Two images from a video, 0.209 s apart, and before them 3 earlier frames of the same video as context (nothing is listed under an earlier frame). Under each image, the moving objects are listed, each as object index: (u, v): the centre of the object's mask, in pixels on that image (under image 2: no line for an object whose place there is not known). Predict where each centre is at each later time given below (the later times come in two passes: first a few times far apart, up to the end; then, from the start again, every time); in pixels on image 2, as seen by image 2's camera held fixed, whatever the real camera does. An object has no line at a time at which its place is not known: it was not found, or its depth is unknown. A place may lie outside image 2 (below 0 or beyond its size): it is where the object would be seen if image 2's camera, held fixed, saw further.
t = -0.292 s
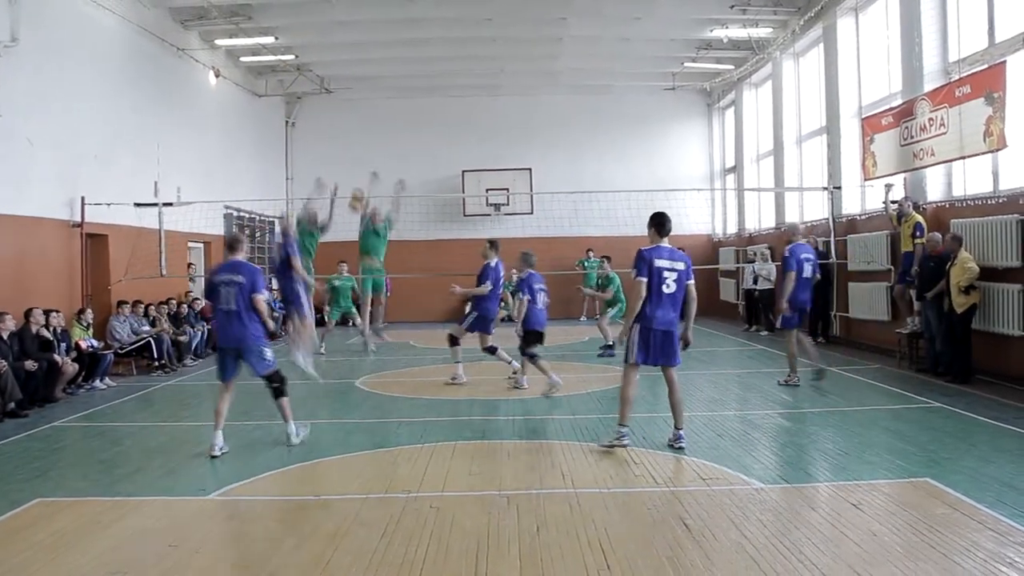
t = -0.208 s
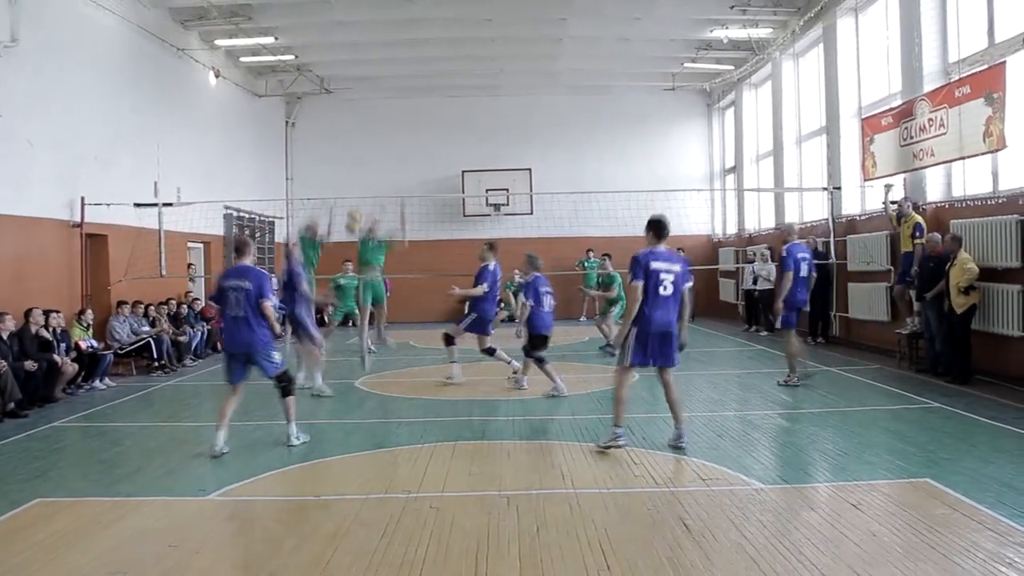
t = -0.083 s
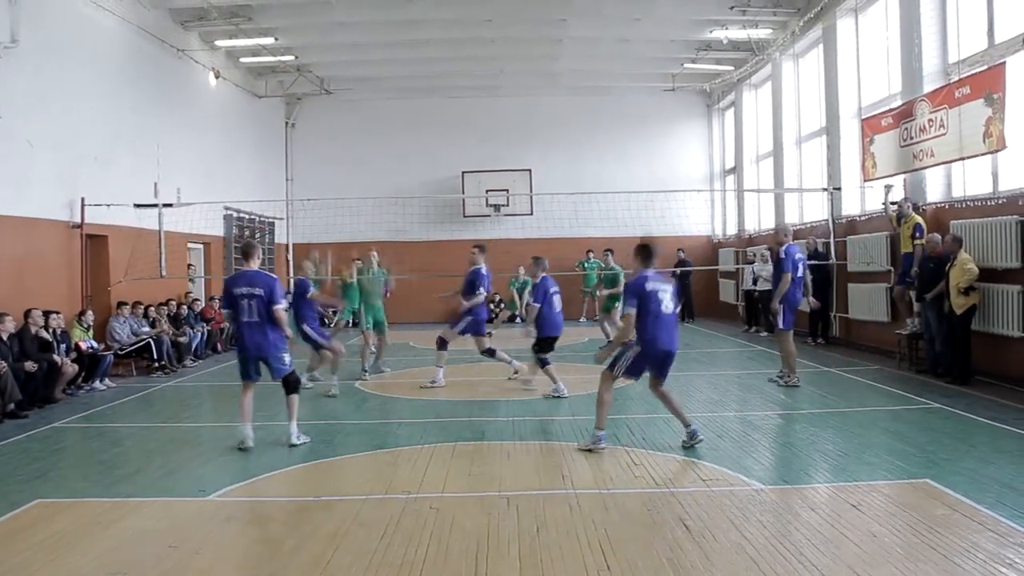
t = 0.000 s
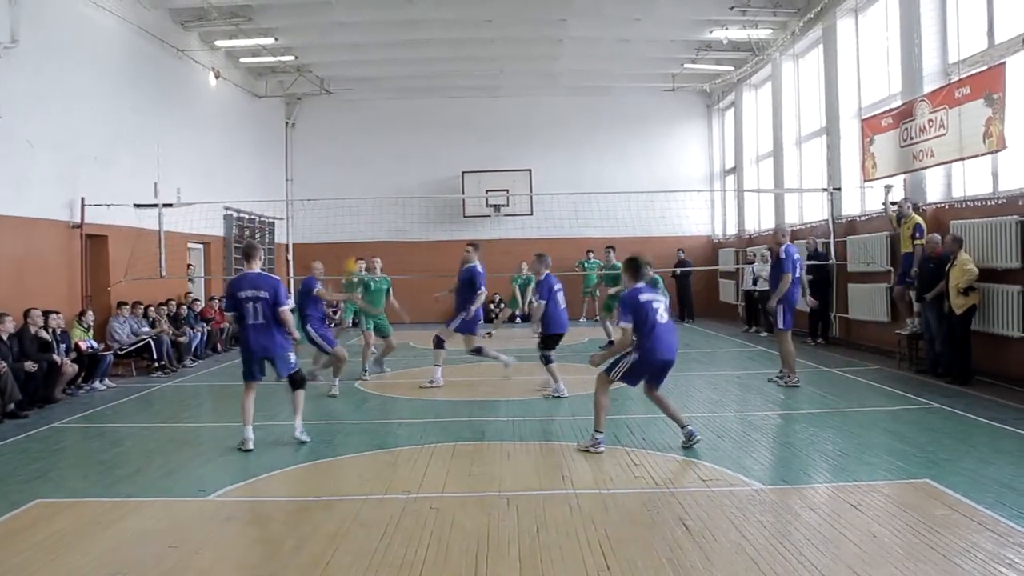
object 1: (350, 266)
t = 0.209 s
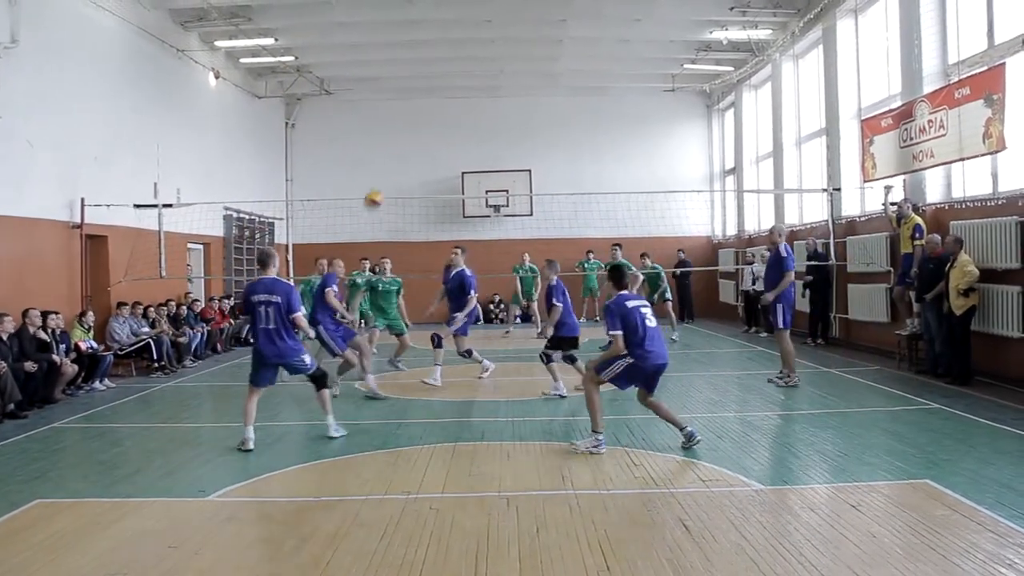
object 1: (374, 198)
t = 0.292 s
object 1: (382, 180)
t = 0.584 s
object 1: (418, 157)
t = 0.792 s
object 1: (445, 188)
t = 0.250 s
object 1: (377, 189)
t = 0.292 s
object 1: (382, 180)
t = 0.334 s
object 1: (387, 172)
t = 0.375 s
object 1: (391, 167)
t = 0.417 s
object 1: (397, 161)
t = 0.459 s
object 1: (401, 158)
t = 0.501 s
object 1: (406, 156)
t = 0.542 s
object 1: (412, 156)
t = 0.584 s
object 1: (418, 157)
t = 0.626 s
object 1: (422, 160)
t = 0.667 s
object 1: (428, 165)
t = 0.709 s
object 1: (433, 171)
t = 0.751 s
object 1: (439, 179)
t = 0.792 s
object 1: (445, 188)
